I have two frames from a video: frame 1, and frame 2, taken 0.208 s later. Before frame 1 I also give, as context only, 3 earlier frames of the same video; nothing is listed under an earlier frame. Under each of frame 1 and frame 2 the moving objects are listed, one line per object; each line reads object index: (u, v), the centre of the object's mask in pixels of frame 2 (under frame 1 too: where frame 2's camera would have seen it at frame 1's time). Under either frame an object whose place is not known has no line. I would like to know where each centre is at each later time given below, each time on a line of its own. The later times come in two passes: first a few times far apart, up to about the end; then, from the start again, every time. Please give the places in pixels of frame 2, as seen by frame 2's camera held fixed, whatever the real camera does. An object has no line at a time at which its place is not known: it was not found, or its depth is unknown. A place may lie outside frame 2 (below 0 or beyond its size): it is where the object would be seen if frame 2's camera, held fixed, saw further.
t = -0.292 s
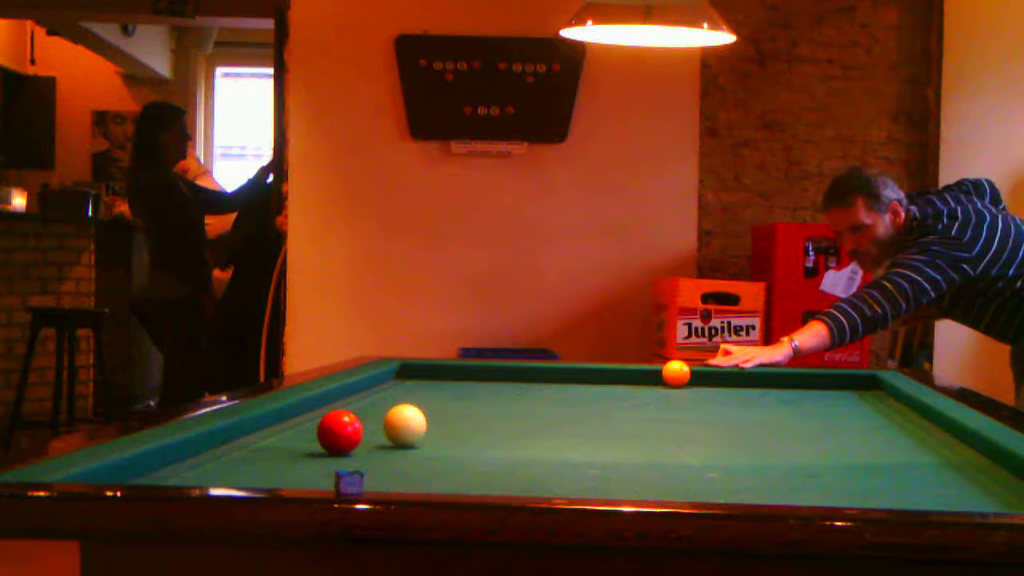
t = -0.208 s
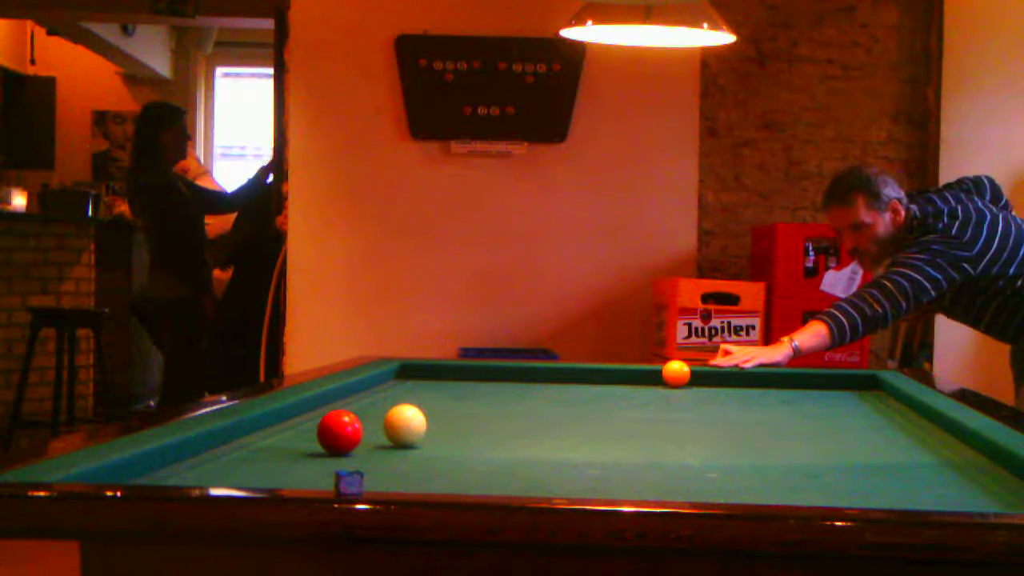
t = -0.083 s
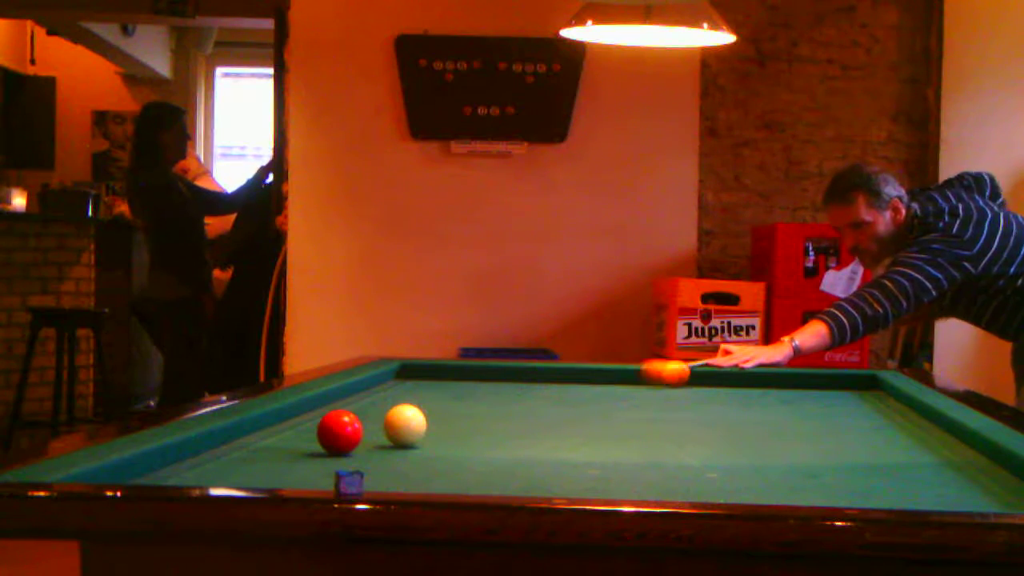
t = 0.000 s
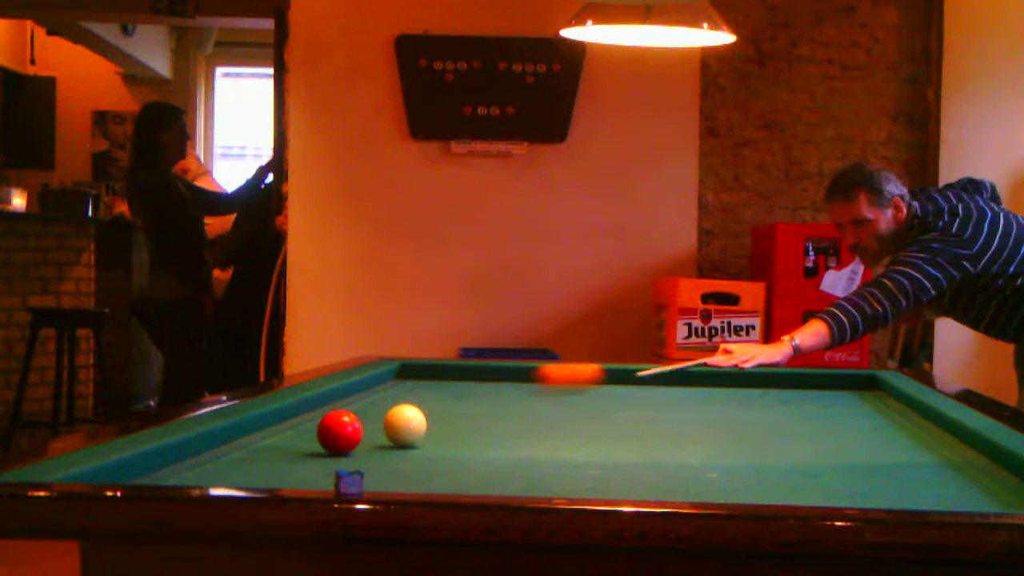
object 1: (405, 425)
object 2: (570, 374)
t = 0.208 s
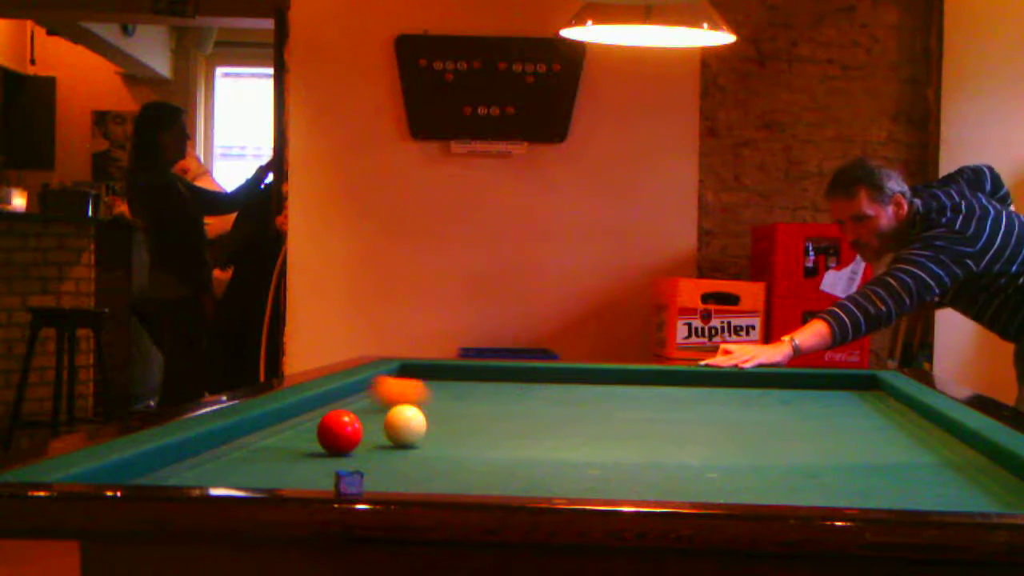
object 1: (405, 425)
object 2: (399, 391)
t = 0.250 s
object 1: (405, 425)
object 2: (438, 397)
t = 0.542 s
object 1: (405, 425)
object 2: (682, 431)
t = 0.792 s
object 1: (405, 425)
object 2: (932, 472)
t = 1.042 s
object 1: (405, 425)
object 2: (962, 497)
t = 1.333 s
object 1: (405, 425)
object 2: (721, 474)
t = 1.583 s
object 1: (405, 425)
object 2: (563, 454)
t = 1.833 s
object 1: (402, 424)
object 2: (438, 436)
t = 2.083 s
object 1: (414, 422)
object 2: (309, 420)
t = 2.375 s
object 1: (430, 417)
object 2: (343, 407)
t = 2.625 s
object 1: (455, 411)
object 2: (410, 414)
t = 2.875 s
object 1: (497, 407)
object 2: (439, 412)
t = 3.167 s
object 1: (542, 403)
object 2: (469, 410)
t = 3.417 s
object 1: (575, 400)
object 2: (493, 409)
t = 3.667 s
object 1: (606, 396)
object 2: (515, 407)
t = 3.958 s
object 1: (638, 393)
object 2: (538, 406)
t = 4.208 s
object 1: (663, 390)
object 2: (556, 404)
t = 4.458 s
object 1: (686, 387)
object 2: (572, 403)
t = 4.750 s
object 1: (710, 384)
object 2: (588, 402)
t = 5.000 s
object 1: (728, 382)
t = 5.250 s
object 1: (746, 380)
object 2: (610, 400)
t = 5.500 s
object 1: (761, 378)
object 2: (620, 399)
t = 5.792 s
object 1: (777, 376)
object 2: (630, 398)
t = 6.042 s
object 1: (788, 377)
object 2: (636, 398)
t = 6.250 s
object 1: (796, 378)
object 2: (641, 397)
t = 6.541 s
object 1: (808, 380)
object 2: (646, 396)
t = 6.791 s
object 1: (816, 381)
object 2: (650, 396)
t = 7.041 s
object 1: (825, 382)
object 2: (651, 395)
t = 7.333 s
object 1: (833, 383)
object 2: (653, 395)
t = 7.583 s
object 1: (840, 384)
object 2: (653, 395)
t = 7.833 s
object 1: (845, 385)
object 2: (653, 395)
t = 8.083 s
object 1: (850, 386)
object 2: (652, 395)
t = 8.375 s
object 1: (854, 386)
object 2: (652, 395)
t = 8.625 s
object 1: (856, 387)
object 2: (652, 395)
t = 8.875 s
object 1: (858, 388)
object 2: (652, 394)
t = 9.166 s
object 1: (859, 388)
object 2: (652, 395)
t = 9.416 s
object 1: (859, 388)
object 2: (652, 394)
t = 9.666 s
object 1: (859, 388)
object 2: (652, 395)
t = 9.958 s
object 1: (859, 388)
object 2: (652, 395)
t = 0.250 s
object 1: (405, 425)
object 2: (438, 397)
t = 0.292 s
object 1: (405, 425)
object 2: (473, 401)
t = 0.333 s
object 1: (405, 424)
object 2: (511, 406)
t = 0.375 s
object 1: (405, 425)
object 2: (547, 410)
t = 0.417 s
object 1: (405, 425)
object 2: (582, 415)
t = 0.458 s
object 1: (405, 425)
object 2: (616, 420)
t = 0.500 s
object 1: (405, 425)
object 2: (648, 425)
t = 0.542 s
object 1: (405, 425)
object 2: (682, 431)
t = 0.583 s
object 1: (405, 425)
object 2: (716, 437)
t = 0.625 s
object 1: (405, 425)
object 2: (754, 443)
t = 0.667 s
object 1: (405, 425)
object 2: (794, 450)
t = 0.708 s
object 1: (405, 425)
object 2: (838, 457)
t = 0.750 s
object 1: (405, 425)
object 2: (882, 464)
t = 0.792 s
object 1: (405, 425)
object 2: (932, 472)
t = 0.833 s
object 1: (405, 425)
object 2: (982, 481)
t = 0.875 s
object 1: (405, 425)
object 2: (1008, 484)
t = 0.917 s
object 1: (405, 425)
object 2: (1011, 492)
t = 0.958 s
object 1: (405, 425)
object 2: (1001, 493)
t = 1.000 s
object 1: (405, 425)
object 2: (990, 497)
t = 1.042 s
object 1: (405, 425)
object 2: (962, 497)
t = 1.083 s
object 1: (405, 425)
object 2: (920, 493)
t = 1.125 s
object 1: (405, 425)
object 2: (883, 490)
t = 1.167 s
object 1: (405, 425)
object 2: (848, 487)
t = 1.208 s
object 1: (405, 425)
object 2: (815, 484)
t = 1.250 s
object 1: (405, 425)
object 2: (782, 481)
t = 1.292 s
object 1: (405, 425)
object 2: (751, 478)
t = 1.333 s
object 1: (405, 425)
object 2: (721, 474)
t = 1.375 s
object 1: (405, 425)
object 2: (692, 471)
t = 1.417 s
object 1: (405, 425)
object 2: (665, 468)
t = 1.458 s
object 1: (405, 425)
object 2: (638, 464)
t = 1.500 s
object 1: (405, 425)
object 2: (612, 461)
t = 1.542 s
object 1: (405, 425)
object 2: (587, 457)
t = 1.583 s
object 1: (405, 425)
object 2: (563, 454)
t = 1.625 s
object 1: (405, 425)
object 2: (539, 450)
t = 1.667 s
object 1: (405, 425)
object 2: (517, 447)
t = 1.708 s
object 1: (405, 425)
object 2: (496, 444)
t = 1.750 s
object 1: (405, 425)
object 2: (475, 441)
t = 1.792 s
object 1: (405, 425)
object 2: (455, 438)
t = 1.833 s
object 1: (402, 424)
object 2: (438, 436)
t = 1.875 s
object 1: (398, 418)
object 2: (417, 434)
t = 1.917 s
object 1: (413, 418)
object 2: (395, 431)
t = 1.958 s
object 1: (410, 424)
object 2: (379, 428)
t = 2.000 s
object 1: (409, 423)
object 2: (365, 423)
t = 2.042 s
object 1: (412, 423)
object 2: (330, 413)
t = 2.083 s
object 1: (414, 422)
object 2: (309, 420)
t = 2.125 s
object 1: (417, 421)
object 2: (295, 420)
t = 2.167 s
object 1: (419, 421)
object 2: (276, 419)
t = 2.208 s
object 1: (421, 420)
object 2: (278, 418)
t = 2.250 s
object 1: (424, 419)
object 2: (295, 418)
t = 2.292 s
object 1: (426, 418)
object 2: (307, 415)
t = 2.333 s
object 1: (428, 417)
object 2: (320, 411)
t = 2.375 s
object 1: (430, 417)
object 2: (343, 407)
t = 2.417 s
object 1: (432, 416)
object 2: (359, 411)
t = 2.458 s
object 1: (434, 415)
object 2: (372, 414)
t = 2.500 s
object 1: (436, 414)
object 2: (384, 414)
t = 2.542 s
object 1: (439, 414)
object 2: (397, 414)
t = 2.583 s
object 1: (447, 412)
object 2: (404, 415)
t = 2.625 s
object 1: (455, 411)
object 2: (410, 414)
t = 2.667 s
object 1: (462, 411)
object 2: (414, 414)
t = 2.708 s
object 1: (469, 410)
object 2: (419, 414)
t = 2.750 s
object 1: (476, 409)
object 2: (424, 413)
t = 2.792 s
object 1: (484, 409)
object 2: (429, 413)
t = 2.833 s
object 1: (491, 408)
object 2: (434, 413)
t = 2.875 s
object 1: (497, 407)
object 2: (439, 412)
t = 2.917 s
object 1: (504, 407)
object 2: (443, 412)
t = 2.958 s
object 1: (511, 406)
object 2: (448, 412)
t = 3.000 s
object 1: (517, 406)
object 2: (452, 411)
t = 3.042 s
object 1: (523, 405)
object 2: (457, 411)
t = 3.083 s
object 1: (530, 404)
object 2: (461, 411)
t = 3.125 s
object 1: (536, 404)
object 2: (465, 410)
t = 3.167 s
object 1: (542, 403)
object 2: (469, 410)
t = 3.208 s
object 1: (547, 402)
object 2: (474, 410)
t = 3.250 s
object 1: (553, 402)
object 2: (478, 410)
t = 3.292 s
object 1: (559, 401)
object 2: (482, 410)
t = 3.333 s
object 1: (564, 401)
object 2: (485, 409)
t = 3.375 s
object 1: (570, 400)
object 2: (489, 409)
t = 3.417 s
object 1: (575, 400)
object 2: (493, 409)
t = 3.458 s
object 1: (581, 399)
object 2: (497, 408)
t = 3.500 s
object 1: (586, 398)
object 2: (501, 408)
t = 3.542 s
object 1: (591, 398)
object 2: (505, 408)
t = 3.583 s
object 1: (596, 397)
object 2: (508, 407)
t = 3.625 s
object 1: (601, 397)
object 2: (512, 407)
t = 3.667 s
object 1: (606, 396)
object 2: (515, 407)
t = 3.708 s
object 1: (611, 396)
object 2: (519, 407)
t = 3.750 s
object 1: (616, 395)
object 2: (522, 407)
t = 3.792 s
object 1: (620, 395)
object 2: (526, 406)
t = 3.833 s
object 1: (625, 394)
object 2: (529, 406)
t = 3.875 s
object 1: (630, 393)
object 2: (532, 406)
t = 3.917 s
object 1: (634, 393)
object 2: (535, 406)
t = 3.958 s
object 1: (638, 393)
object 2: (538, 406)
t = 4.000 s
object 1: (643, 392)
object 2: (541, 406)
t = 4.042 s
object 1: (647, 392)
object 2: (544, 406)
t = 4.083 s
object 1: (651, 391)
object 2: (547, 405)
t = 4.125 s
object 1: (655, 391)
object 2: (550, 405)
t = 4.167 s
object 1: (659, 391)
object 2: (553, 404)
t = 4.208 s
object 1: (663, 390)
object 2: (556, 404)
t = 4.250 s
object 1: (667, 389)
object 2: (559, 404)
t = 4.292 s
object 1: (671, 389)
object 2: (561, 404)
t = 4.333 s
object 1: (675, 389)
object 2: (564, 403)
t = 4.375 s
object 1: (679, 388)
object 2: (567, 403)
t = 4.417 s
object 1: (682, 388)
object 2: (569, 403)
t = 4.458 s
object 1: (686, 387)
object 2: (572, 403)
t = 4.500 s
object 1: (690, 387)
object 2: (574, 403)
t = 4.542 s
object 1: (693, 386)
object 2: (576, 402)
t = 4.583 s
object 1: (697, 385)
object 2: (579, 402)
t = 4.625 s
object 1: (700, 386)
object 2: (581, 402)
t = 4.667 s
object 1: (704, 385)
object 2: (584, 402)
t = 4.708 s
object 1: (707, 385)
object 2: (586, 402)
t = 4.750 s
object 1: (710, 384)
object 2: (588, 402)
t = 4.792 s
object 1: (713, 384)
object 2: (590, 402)
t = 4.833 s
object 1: (716, 383)
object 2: (592, 402)
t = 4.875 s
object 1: (719, 383)
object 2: (594, 401)
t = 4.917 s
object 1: (722, 383)
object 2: (596, 401)
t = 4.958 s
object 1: (726, 382)
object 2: (600, 402)
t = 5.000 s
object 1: (728, 382)
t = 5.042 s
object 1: (731, 382)
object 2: (598, 397)
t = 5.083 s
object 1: (734, 381)
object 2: (603, 396)
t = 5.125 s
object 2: (605, 401)
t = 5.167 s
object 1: (739, 376)
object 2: (607, 400)
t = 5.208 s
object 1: (743, 379)
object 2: (609, 400)
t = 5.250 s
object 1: (746, 380)
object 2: (610, 400)
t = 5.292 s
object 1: (748, 379)
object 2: (612, 400)
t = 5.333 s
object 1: (751, 379)
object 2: (614, 400)
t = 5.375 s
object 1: (753, 379)
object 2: (615, 400)
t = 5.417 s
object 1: (756, 379)
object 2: (617, 400)
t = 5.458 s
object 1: (758, 378)
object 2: (618, 399)
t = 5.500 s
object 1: (761, 378)
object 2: (620, 399)
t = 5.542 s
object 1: (763, 378)
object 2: (622, 399)
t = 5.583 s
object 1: (766, 377)
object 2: (623, 399)
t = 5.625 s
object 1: (768, 377)
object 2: (624, 399)
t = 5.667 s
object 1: (770, 377)
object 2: (626, 399)
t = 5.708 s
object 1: (772, 376)
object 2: (627, 399)
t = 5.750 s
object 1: (775, 376)
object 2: (628, 398)
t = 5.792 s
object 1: (777, 376)
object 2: (630, 398)
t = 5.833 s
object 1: (779, 376)
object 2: (631, 398)
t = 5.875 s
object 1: (781, 376)
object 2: (632, 398)
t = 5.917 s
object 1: (783, 376)
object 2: (633, 398)
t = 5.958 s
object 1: (784, 376)
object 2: (634, 397)
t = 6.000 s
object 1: (786, 377)
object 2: (635, 398)
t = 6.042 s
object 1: (788, 377)
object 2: (636, 398)
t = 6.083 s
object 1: (789, 377)
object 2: (637, 398)
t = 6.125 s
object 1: (791, 377)
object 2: (638, 397)
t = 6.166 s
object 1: (793, 377)
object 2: (639, 397)
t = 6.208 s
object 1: (795, 378)
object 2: (640, 397)
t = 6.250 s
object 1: (796, 378)
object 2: (641, 397)
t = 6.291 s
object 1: (798, 378)
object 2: (642, 397)
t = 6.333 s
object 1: (800, 378)
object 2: (643, 397)
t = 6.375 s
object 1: (801, 378)
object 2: (644, 397)
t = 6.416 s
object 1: (803, 379)
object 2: (644, 397)
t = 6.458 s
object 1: (805, 379)
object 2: (645, 396)
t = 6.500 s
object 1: (806, 379)
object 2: (645, 396)
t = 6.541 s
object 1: (808, 380)
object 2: (646, 396)
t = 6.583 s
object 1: (809, 380)
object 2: (647, 396)
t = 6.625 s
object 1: (811, 380)
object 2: (647, 396)
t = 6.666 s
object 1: (812, 380)
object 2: (648, 396)
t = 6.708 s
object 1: (813, 380)
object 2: (648, 396)
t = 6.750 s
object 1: (815, 380)
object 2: (649, 396)
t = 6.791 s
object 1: (816, 381)
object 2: (650, 396)
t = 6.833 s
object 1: (818, 381)
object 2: (650, 396)
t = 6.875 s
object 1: (819, 381)
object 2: (651, 395)
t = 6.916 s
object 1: (820, 381)
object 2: (651, 395)
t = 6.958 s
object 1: (822, 381)
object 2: (651, 395)
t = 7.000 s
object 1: (823, 382)
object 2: (652, 395)
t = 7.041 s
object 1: (825, 382)
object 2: (651, 395)
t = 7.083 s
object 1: (826, 382)
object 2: (652, 395)
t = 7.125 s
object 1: (827, 382)
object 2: (652, 395)
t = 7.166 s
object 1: (828, 382)
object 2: (652, 395)
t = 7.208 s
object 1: (829, 383)
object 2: (653, 395)
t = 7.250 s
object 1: (831, 383)
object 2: (653, 395)
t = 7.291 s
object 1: (832, 383)
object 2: (653, 395)
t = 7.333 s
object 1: (833, 383)
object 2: (653, 395)
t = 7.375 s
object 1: (834, 383)
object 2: (653, 395)
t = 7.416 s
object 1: (835, 383)
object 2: (653, 395)
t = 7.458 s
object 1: (836, 384)
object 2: (653, 395)
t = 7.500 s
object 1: (838, 384)
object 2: (653, 395)
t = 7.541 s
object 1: (839, 384)
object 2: (653, 395)
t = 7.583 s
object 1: (840, 384)
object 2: (653, 395)
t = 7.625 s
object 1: (841, 384)
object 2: (653, 395)
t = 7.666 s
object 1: (842, 384)
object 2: (653, 395)
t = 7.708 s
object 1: (842, 385)
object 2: (653, 395)
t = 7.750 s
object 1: (843, 385)
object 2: (653, 395)
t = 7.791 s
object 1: (844, 385)
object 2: (653, 395)
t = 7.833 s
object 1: (845, 385)
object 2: (653, 395)
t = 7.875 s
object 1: (846, 385)
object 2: (653, 395)
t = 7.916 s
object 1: (847, 385)
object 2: (653, 395)
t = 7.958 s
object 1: (847, 385)
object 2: (653, 395)
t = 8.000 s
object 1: (848, 386)
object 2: (652, 395)
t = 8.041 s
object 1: (849, 385)
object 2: (652, 395)
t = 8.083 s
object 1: (850, 386)
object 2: (652, 395)
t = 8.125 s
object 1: (850, 386)
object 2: (652, 395)
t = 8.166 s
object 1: (851, 386)
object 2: (652, 395)
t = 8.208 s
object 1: (851, 386)
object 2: (652, 395)
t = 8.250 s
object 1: (852, 386)
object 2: (653, 395)
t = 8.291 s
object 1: (853, 386)
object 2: (652, 395)
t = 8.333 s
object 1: (853, 386)
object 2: (652, 395)
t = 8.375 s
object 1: (854, 386)
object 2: (652, 395)
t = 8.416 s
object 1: (854, 387)
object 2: (652, 395)
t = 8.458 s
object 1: (854, 387)
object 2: (652, 395)
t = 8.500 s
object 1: (855, 387)
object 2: (652, 395)
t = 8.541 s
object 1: (855, 387)
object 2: (652, 395)
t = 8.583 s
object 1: (856, 387)
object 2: (652, 395)
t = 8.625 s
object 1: (856, 387)
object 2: (652, 395)
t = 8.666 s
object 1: (856, 387)
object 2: (652, 395)
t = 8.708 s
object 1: (857, 387)
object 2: (652, 395)
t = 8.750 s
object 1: (857, 387)
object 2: (652, 395)
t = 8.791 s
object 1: (857, 388)
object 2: (652, 395)
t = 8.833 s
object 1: (858, 388)
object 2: (652, 395)
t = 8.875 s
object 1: (858, 388)
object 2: (652, 394)
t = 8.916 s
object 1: (858, 388)
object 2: (652, 394)
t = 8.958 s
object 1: (858, 388)
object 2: (652, 395)
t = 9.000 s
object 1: (859, 388)
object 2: (652, 395)
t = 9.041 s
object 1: (859, 388)
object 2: (652, 395)
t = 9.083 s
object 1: (859, 388)
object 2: (652, 395)
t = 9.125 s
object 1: (859, 388)
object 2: (652, 395)
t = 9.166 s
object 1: (859, 388)
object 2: (652, 395)
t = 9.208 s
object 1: (859, 388)
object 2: (652, 395)
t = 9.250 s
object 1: (859, 388)
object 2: (652, 395)
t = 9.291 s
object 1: (859, 388)
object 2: (652, 395)
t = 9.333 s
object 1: (859, 388)
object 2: (652, 395)
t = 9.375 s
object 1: (859, 388)
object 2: (652, 394)
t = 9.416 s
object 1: (859, 388)
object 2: (652, 394)
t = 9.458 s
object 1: (859, 388)
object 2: (652, 395)
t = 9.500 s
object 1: (859, 388)
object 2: (652, 395)
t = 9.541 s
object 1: (859, 388)
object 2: (652, 395)
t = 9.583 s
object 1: (859, 388)
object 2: (652, 395)
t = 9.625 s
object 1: (859, 388)
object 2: (652, 395)
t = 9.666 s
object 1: (859, 388)
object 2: (652, 395)
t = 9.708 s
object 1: (859, 388)
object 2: (652, 395)
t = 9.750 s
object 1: (859, 388)
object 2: (652, 395)
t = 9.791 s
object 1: (859, 388)
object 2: (652, 395)
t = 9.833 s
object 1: (859, 388)
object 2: (652, 394)
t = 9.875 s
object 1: (859, 388)
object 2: (652, 395)
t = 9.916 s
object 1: (859, 388)
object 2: (652, 395)
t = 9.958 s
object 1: (859, 388)
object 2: (652, 395)
